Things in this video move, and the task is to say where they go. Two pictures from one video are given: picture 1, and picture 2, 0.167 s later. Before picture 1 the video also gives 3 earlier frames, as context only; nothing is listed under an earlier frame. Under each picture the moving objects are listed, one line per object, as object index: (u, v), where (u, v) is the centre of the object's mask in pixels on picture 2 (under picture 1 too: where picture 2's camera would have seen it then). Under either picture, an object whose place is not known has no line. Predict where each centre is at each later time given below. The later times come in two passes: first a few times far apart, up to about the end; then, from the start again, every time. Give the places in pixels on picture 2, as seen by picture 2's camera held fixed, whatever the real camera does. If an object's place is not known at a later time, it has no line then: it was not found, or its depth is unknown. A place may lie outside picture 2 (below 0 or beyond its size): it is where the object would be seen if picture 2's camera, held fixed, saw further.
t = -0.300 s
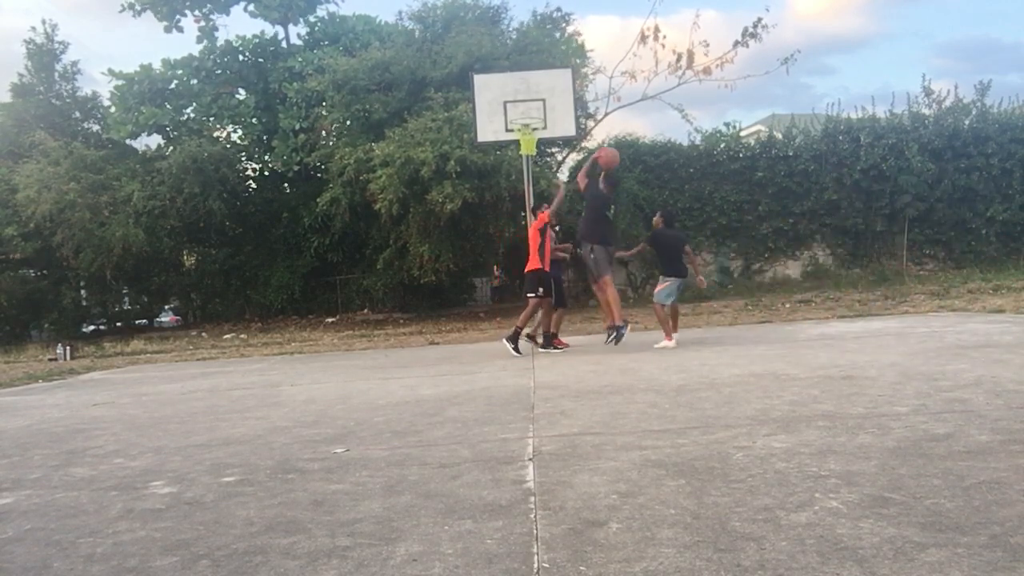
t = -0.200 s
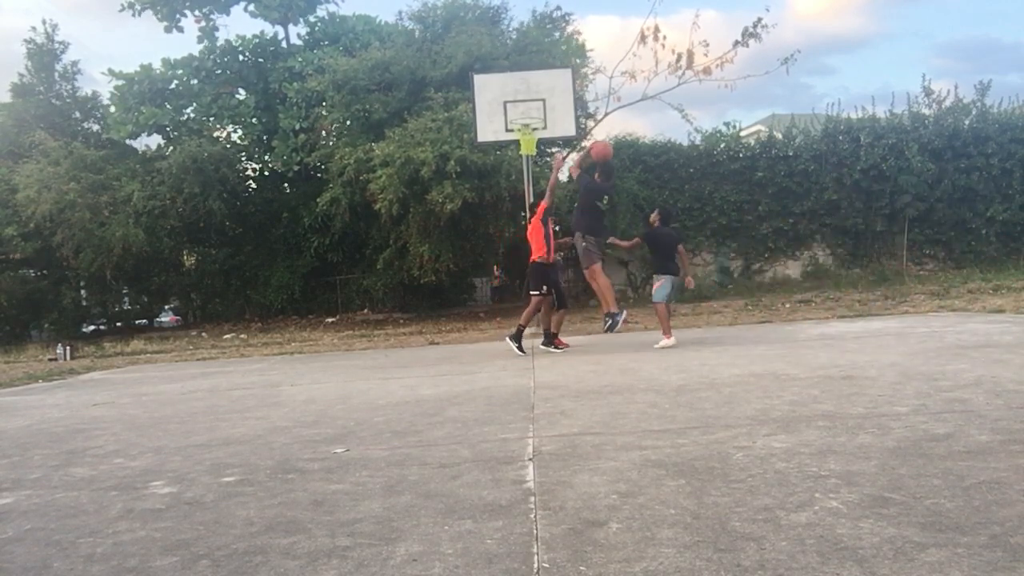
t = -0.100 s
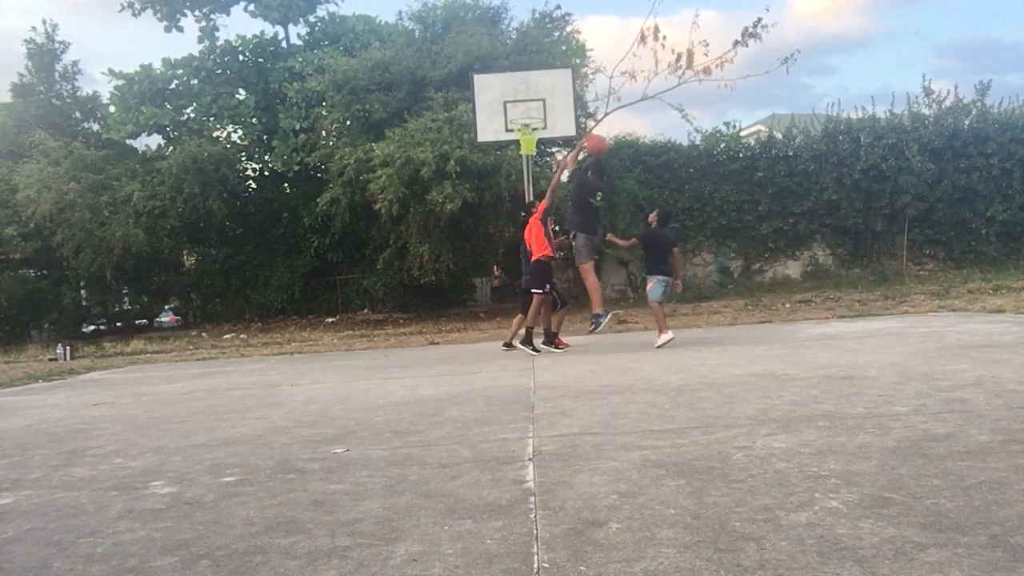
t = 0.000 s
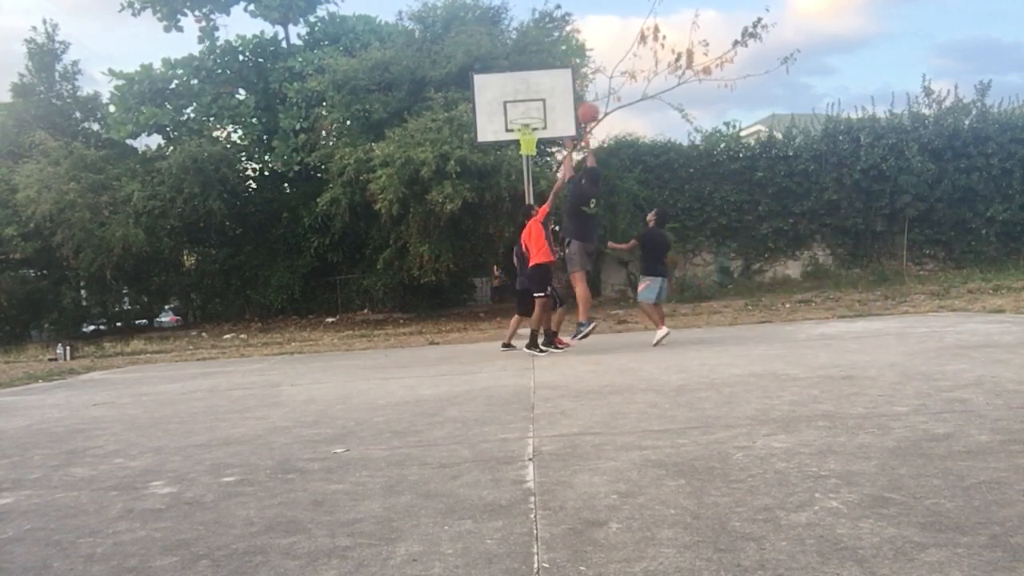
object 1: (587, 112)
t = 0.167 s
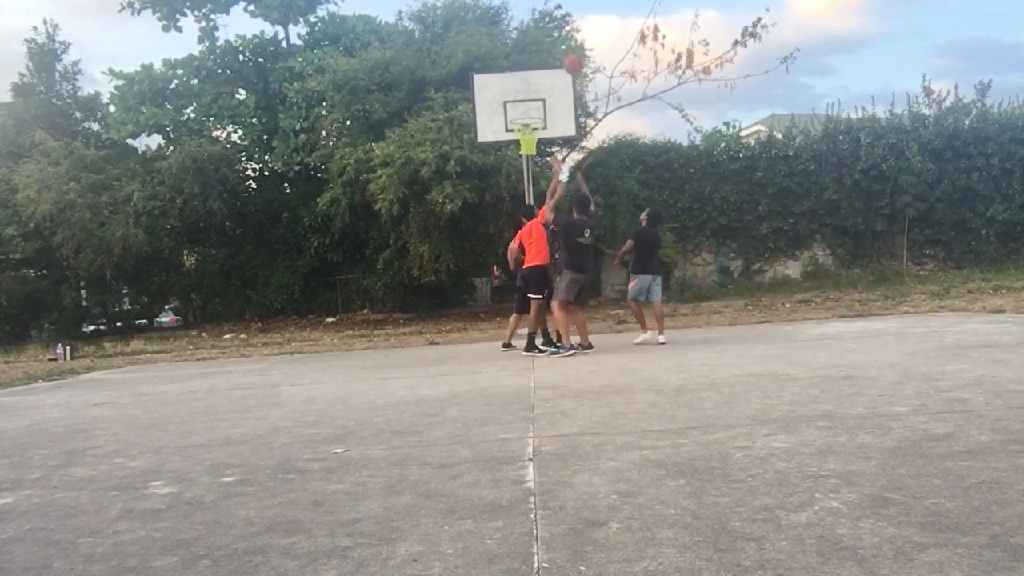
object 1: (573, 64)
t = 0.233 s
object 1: (567, 52)
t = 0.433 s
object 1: (556, 38)
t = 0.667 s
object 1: (543, 58)
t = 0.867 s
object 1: (538, 102)
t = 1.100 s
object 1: (525, 104)
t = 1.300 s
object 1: (506, 108)
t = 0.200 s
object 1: (571, 58)
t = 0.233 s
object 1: (567, 52)
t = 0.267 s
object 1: (566, 47)
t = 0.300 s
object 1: (564, 44)
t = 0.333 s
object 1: (561, 42)
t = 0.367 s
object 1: (560, 40)
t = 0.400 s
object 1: (557, 38)
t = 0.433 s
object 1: (556, 38)
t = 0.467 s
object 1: (556, 38)
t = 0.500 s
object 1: (552, 40)
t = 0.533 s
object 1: (551, 42)
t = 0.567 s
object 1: (548, 45)
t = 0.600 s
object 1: (547, 49)
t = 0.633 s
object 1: (545, 53)
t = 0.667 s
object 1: (543, 58)
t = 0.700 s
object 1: (542, 65)
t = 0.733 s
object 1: (542, 72)
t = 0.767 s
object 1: (540, 79)
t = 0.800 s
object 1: (539, 86)
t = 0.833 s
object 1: (538, 94)
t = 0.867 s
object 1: (538, 102)
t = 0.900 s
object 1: (537, 108)
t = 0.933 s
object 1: (536, 113)
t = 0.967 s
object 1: (535, 111)
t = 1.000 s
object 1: (533, 111)
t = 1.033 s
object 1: (531, 109)
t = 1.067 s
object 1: (527, 107)
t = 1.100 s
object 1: (525, 104)
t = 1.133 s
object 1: (521, 103)
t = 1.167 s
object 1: (518, 102)
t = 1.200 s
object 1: (515, 102)
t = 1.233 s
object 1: (512, 103)
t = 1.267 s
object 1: (508, 105)
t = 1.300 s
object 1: (506, 108)
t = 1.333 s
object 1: (503, 111)
